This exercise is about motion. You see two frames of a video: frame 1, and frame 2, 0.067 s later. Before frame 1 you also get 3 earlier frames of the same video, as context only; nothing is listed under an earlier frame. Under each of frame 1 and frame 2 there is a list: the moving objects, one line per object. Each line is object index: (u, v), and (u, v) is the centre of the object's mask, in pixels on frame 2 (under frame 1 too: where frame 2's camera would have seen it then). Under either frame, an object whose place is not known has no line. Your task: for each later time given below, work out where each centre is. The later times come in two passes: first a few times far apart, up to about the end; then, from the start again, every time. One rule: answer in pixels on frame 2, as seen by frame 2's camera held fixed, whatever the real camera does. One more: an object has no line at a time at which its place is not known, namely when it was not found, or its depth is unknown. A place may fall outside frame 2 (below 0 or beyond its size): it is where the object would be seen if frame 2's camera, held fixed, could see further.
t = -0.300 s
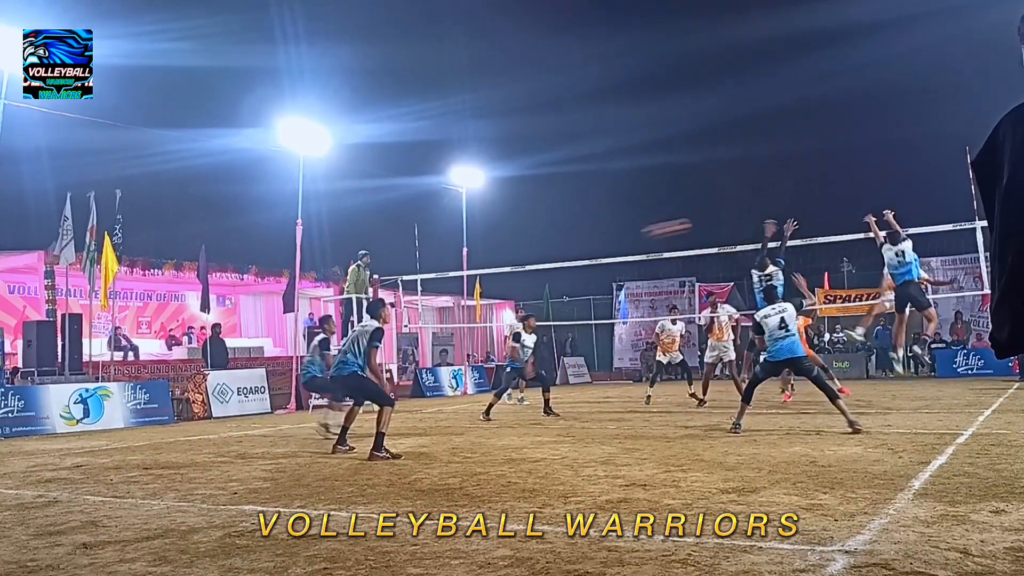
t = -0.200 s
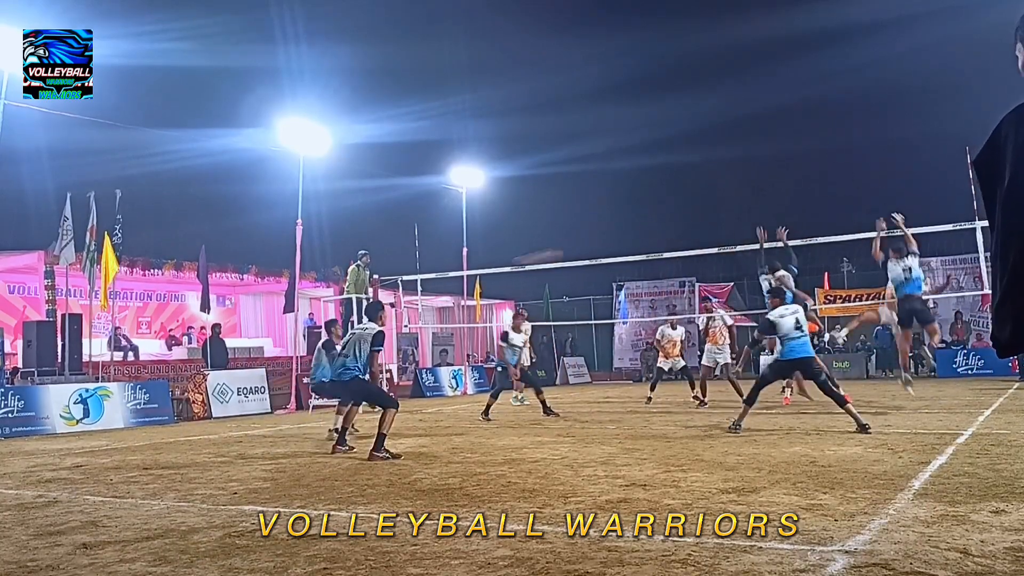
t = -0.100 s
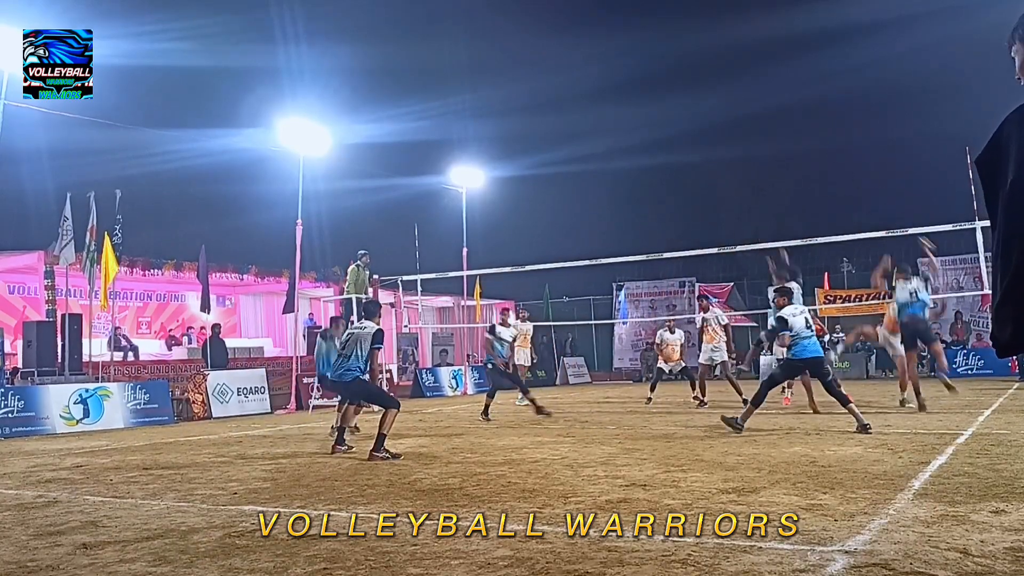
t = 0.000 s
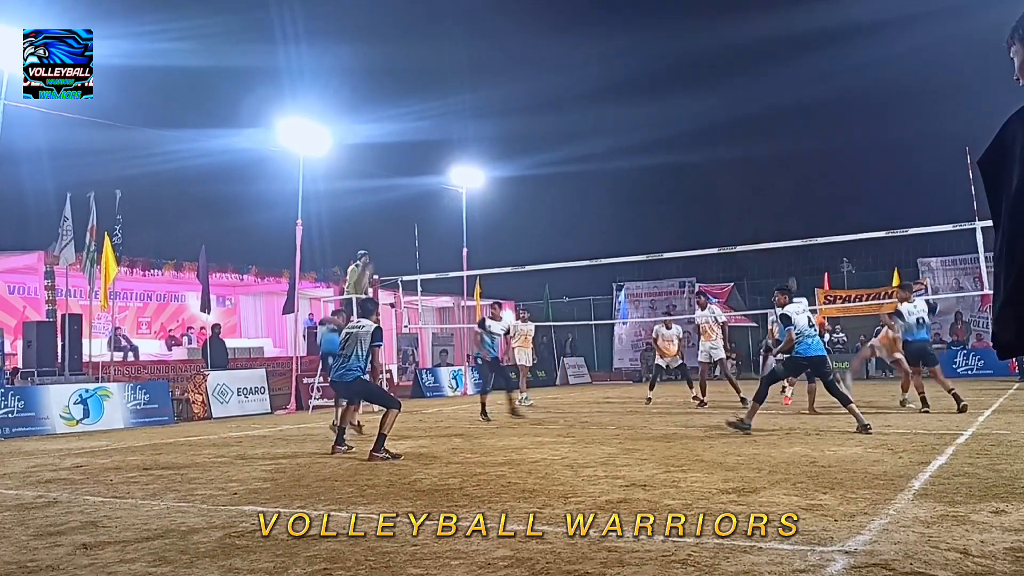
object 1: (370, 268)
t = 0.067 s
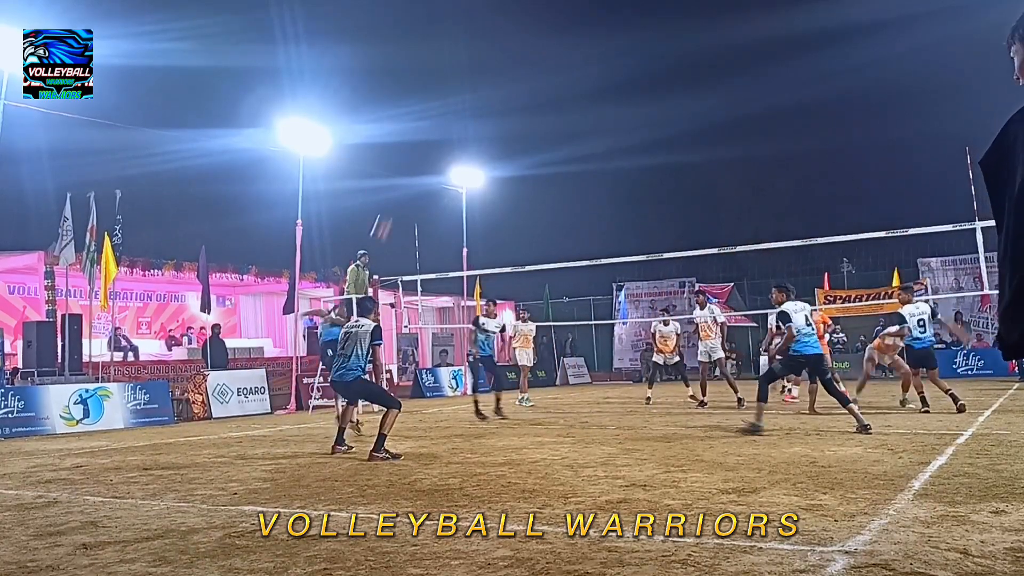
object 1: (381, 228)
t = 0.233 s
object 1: (421, 138)
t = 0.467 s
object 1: (467, 56)
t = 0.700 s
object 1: (505, 18)
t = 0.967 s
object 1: (542, 19)
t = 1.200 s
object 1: (571, 51)
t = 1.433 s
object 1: (596, 107)
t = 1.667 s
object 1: (622, 184)
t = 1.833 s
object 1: (639, 247)
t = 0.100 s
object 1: (389, 208)
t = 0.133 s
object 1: (398, 188)
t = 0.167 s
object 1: (406, 170)
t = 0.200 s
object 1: (413, 154)
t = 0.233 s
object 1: (421, 138)
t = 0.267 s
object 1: (428, 123)
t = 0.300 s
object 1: (435, 110)
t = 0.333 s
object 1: (442, 97)
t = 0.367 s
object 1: (448, 86)
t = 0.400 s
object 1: (454, 75)
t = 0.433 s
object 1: (461, 66)
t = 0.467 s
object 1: (467, 56)
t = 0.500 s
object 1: (472, 48)
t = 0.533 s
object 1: (478, 42)
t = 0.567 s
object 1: (484, 36)
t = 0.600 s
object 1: (489, 30)
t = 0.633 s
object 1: (494, 25)
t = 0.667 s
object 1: (500, 21)
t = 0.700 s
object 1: (505, 18)
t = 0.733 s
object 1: (509, 16)
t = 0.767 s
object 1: (515, 15)
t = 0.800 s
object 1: (519, 14)
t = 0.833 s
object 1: (524, 14)
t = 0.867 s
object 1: (528, 14)
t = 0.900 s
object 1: (533, 15)
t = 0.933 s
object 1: (537, 17)
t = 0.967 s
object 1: (542, 19)
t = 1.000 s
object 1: (546, 22)
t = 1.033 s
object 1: (551, 26)
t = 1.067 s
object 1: (554, 30)
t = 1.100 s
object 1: (559, 34)
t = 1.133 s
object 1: (563, 39)
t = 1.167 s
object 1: (567, 45)
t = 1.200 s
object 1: (571, 51)
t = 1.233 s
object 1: (574, 58)
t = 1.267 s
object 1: (578, 65)
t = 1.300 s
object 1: (582, 72)
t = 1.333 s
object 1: (586, 80)
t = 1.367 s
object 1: (590, 89)
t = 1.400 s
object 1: (593, 98)
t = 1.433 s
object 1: (596, 107)
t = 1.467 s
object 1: (601, 117)
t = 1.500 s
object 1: (604, 127)
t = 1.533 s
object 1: (607, 138)
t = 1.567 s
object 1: (611, 149)
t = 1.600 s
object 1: (615, 160)
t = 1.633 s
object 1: (618, 171)
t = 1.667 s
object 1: (622, 184)
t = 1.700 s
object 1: (625, 195)
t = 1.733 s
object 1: (628, 208)
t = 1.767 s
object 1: (632, 221)
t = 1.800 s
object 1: (635, 235)
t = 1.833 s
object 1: (639, 247)
